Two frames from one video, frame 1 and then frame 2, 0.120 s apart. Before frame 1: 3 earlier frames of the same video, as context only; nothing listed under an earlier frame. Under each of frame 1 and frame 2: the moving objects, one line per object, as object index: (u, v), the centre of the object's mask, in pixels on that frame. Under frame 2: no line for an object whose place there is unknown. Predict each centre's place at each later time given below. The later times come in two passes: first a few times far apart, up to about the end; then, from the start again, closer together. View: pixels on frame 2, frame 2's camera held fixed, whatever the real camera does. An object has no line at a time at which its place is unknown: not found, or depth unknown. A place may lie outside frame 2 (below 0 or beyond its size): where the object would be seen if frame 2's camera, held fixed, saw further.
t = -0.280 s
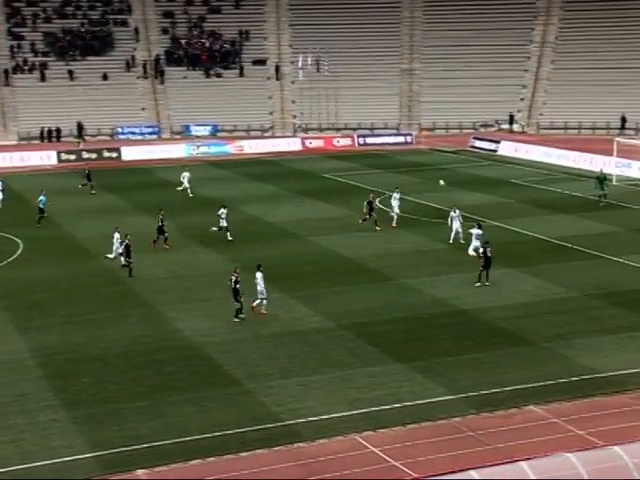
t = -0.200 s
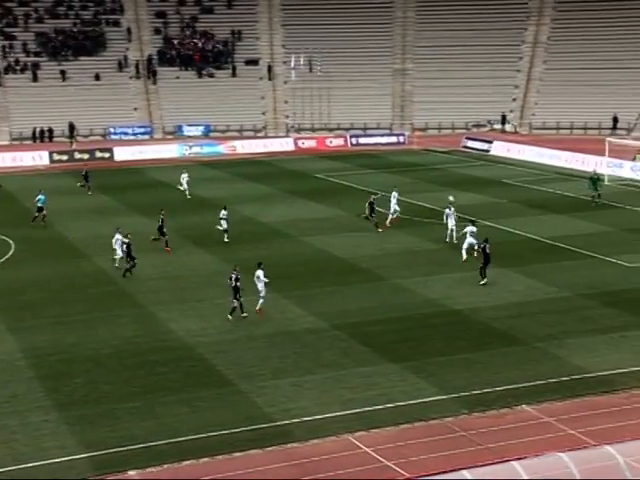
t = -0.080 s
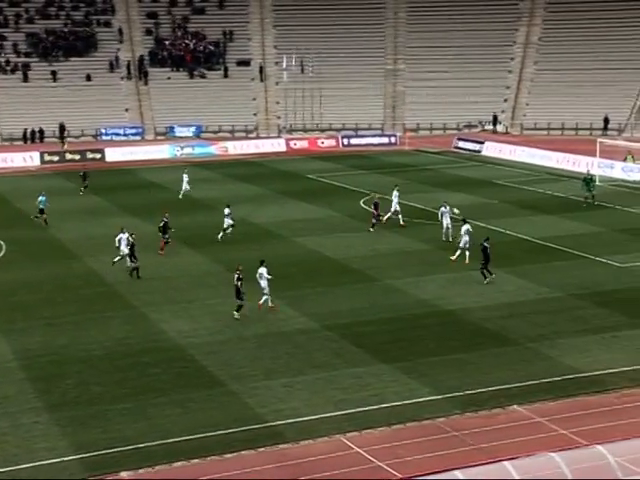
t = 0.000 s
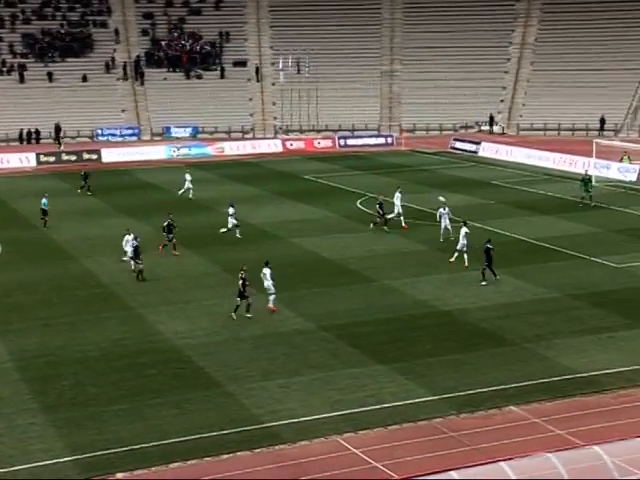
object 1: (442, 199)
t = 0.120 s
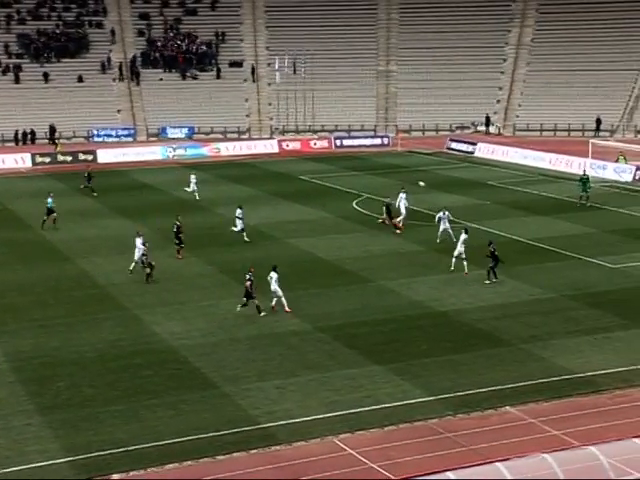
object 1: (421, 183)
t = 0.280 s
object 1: (400, 169)
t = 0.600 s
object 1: (361, 162)
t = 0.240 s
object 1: (406, 172)
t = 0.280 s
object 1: (400, 169)
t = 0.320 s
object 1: (396, 167)
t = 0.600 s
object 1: (361, 162)
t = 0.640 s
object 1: (356, 163)
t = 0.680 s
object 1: (351, 164)
